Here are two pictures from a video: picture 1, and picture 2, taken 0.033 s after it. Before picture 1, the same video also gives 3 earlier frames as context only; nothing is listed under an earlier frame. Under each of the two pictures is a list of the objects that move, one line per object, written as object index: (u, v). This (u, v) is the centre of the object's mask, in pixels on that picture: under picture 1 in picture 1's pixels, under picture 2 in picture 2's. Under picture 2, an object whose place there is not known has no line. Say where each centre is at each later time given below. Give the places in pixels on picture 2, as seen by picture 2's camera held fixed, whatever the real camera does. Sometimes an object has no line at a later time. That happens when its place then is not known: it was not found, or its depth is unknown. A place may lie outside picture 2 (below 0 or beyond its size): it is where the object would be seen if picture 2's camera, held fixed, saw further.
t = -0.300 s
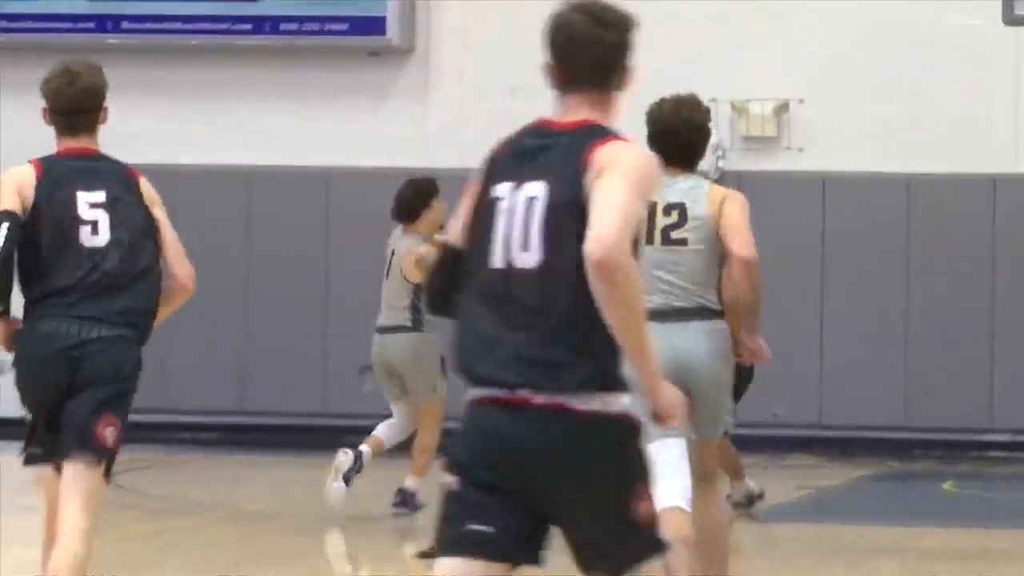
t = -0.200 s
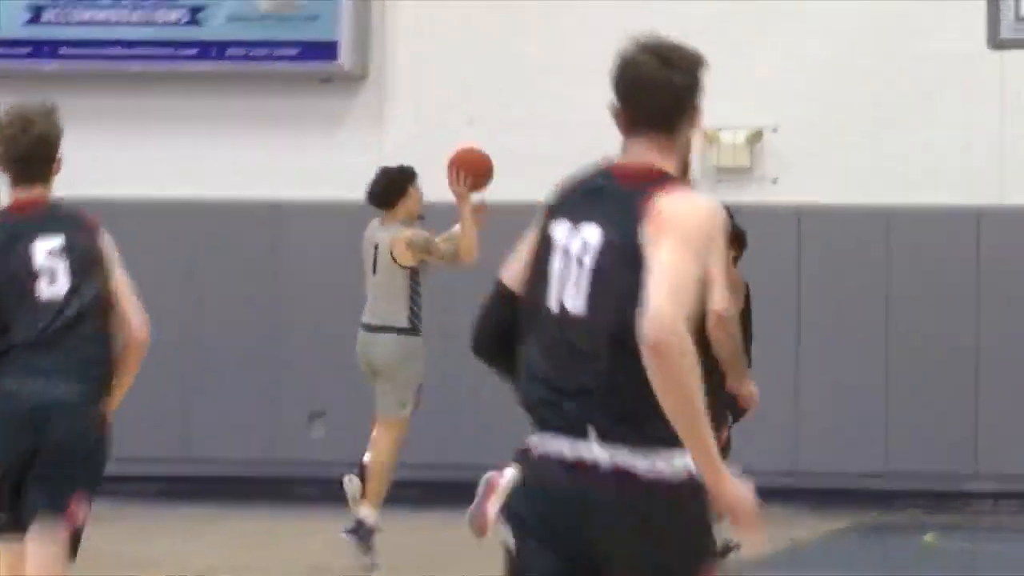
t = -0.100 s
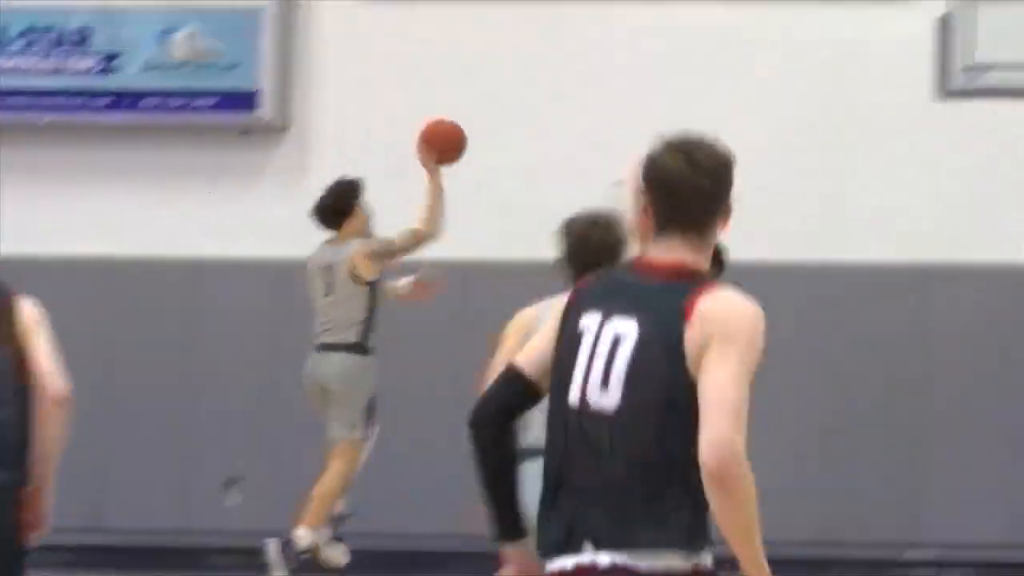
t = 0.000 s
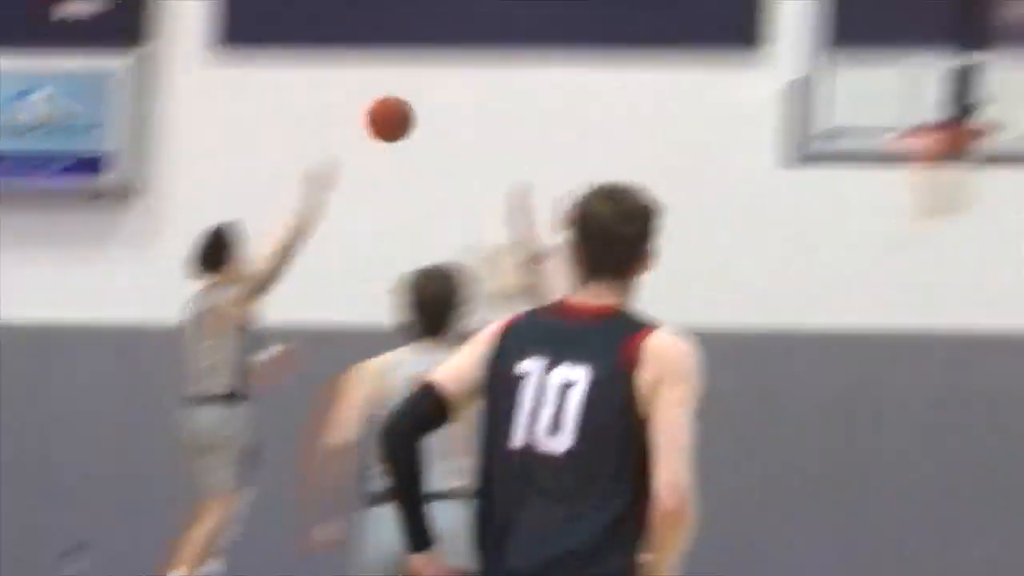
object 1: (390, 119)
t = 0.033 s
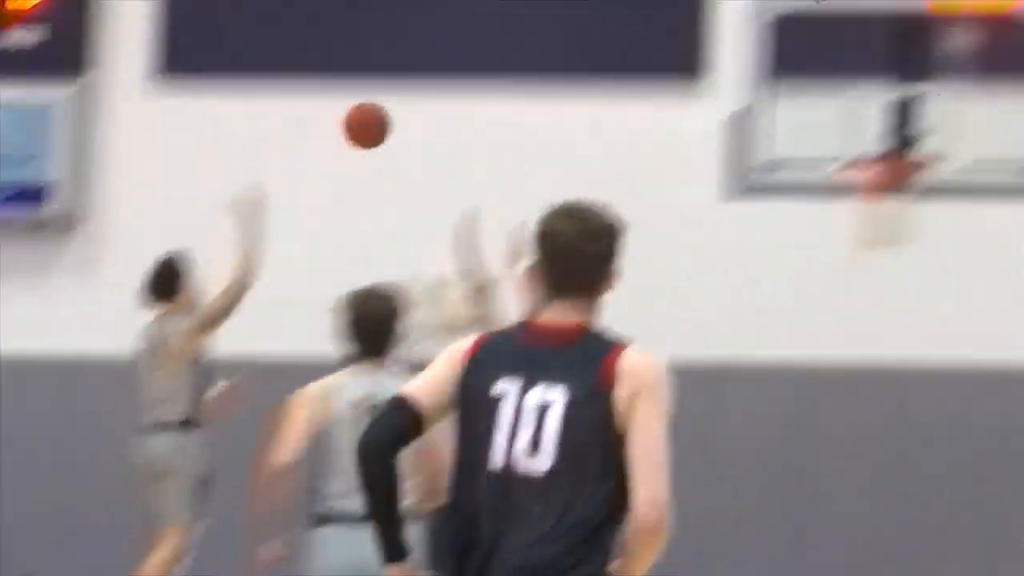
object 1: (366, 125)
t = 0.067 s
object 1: (400, 104)
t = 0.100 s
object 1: (434, 86)
